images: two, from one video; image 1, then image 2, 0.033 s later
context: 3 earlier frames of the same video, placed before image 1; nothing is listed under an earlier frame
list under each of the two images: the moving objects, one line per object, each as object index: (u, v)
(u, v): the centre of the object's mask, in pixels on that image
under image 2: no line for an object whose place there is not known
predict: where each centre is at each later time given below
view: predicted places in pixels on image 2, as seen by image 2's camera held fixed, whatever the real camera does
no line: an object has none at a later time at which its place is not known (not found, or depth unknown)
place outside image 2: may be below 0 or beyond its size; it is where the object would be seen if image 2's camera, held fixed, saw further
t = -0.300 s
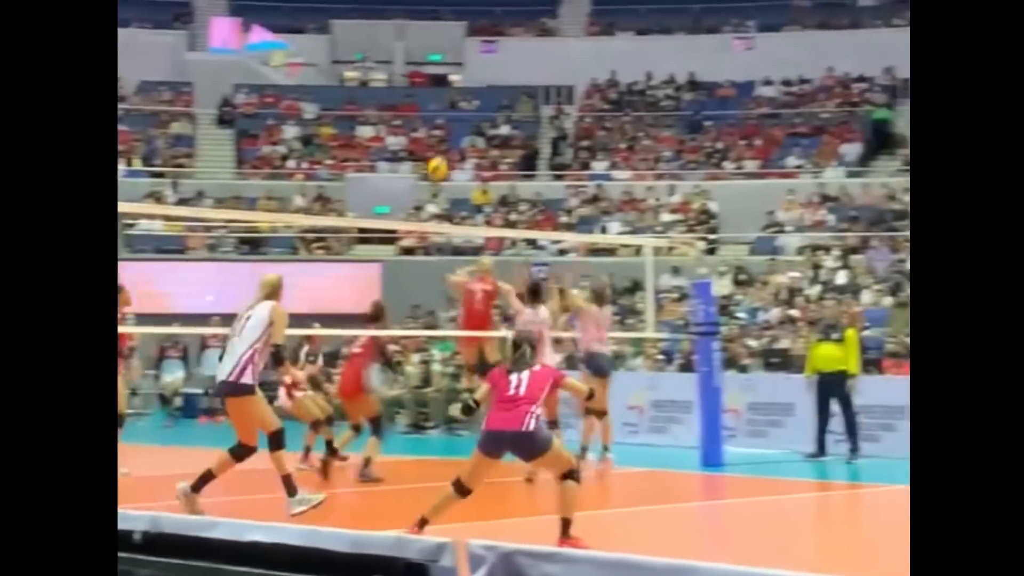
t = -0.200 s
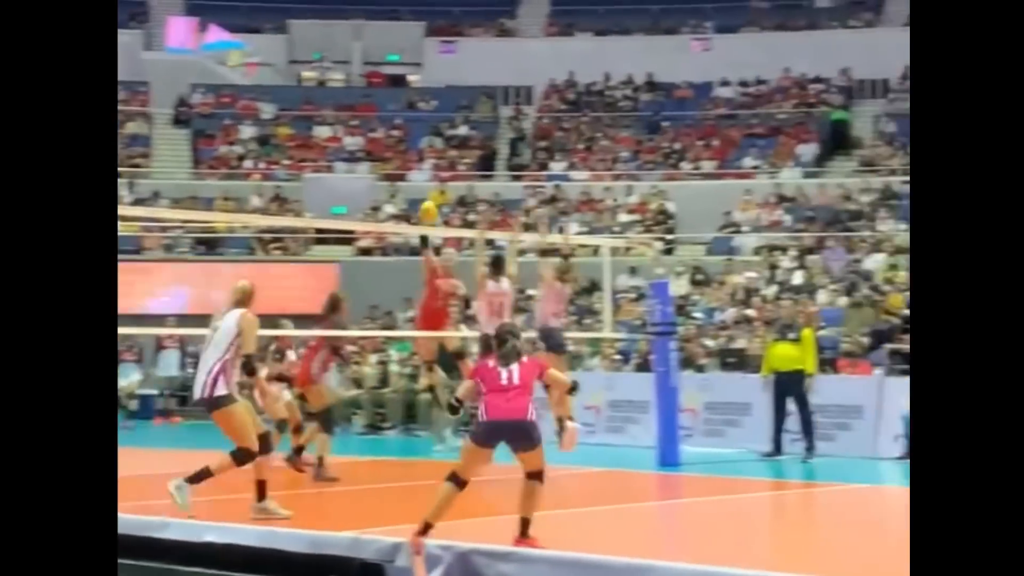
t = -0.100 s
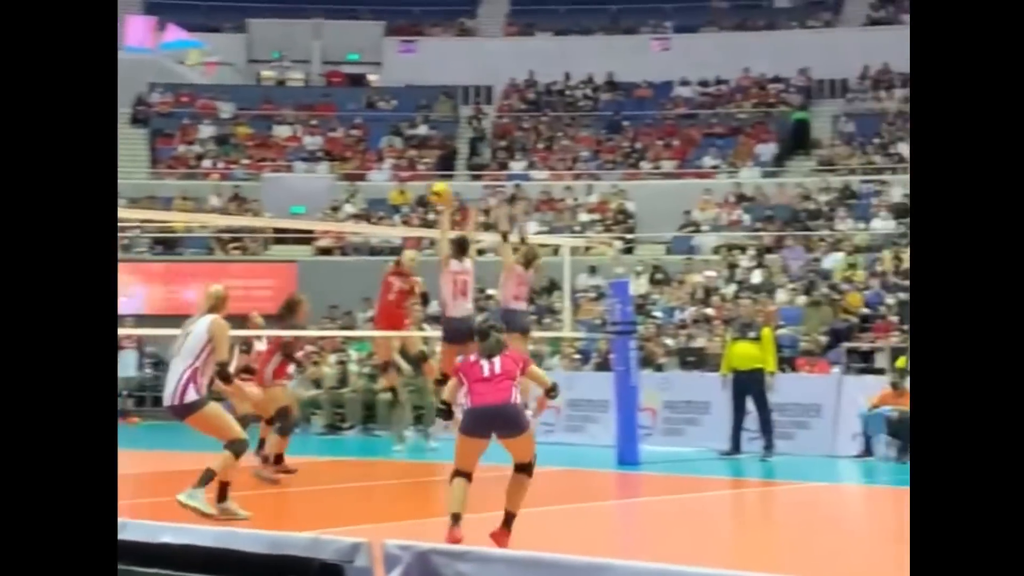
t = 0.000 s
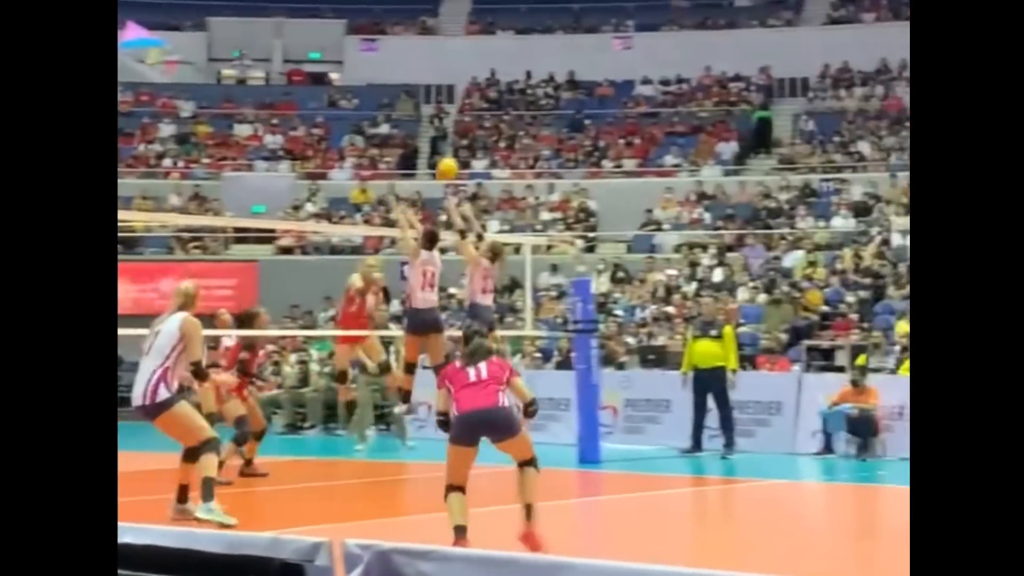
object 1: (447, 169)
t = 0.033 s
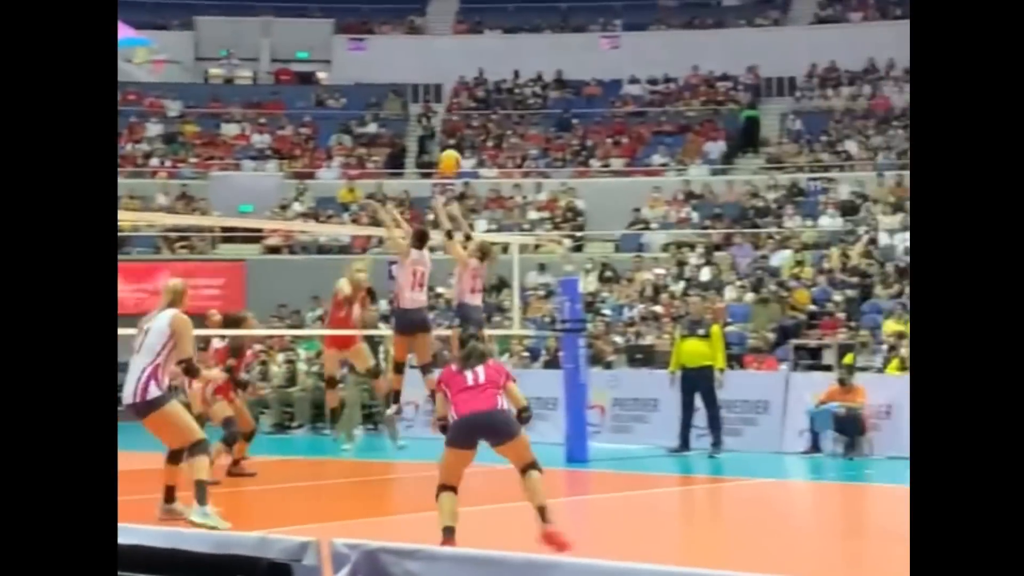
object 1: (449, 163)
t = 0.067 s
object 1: (464, 157)
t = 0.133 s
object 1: (495, 151)
